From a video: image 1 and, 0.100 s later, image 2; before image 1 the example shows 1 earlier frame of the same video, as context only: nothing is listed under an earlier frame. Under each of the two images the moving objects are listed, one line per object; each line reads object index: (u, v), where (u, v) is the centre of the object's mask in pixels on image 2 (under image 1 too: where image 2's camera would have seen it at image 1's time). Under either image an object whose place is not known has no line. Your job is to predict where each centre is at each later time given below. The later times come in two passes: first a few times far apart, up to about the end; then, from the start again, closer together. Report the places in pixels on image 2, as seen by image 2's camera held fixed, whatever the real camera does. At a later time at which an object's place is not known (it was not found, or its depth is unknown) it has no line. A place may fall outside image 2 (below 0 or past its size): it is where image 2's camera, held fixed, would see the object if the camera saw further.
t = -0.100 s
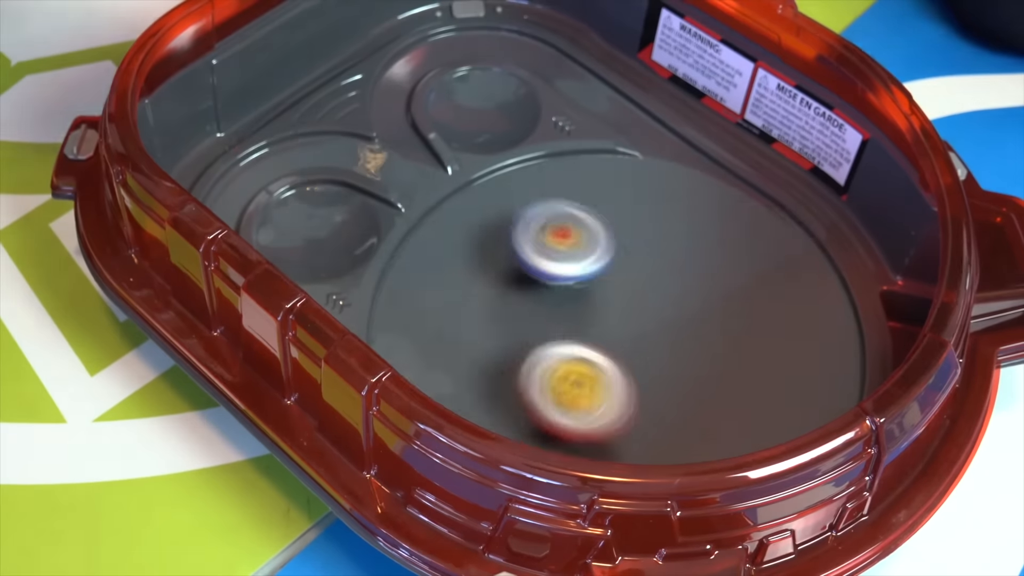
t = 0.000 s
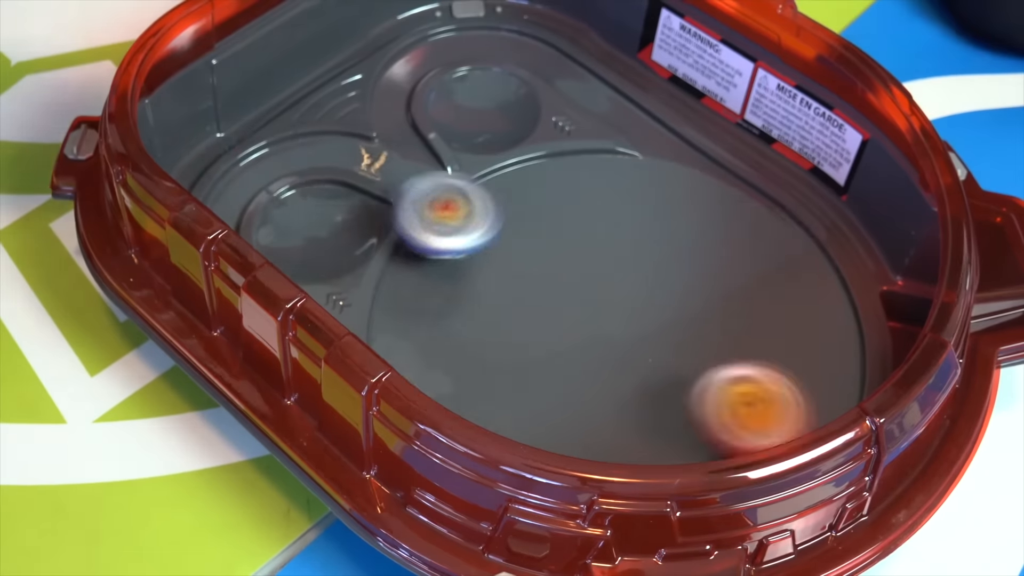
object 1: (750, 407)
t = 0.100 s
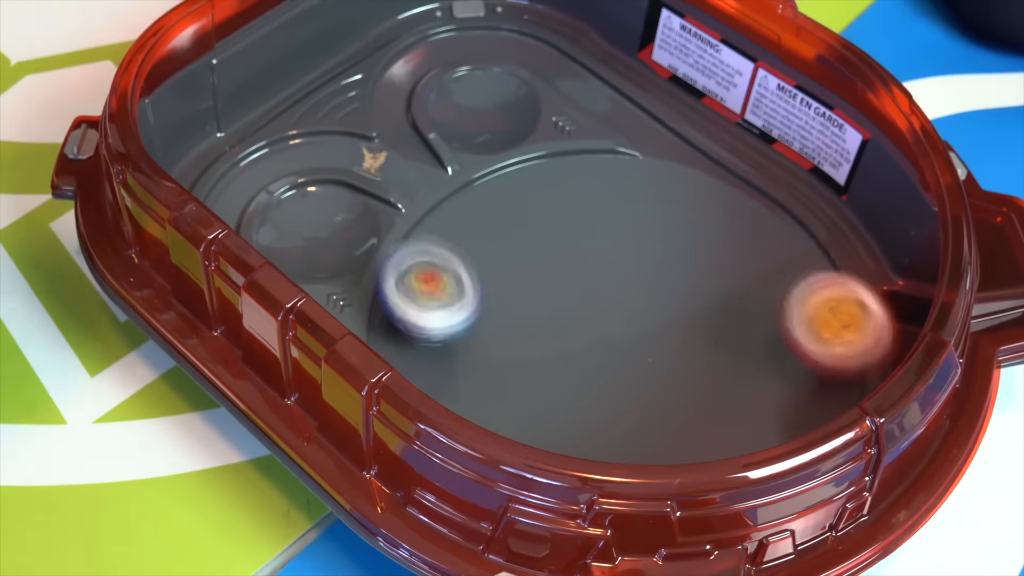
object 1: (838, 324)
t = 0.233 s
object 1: (695, 175)
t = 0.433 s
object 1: (432, 237)
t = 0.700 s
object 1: (748, 442)
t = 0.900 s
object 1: (686, 131)
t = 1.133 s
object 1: (378, 54)
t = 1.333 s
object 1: (536, 414)
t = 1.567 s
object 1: (824, 283)
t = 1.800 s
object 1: (530, 148)
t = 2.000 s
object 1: (448, 402)
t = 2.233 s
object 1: (834, 264)
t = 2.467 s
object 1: (551, 57)
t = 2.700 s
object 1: (473, 147)
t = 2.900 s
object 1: (491, 374)
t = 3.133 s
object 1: (772, 417)
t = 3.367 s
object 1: (638, 204)
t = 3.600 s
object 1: (415, 358)
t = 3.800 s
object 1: (697, 453)
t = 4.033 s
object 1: (717, 209)
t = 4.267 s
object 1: (398, 257)
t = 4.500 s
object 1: (672, 443)
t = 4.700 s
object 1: (799, 236)
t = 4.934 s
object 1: (575, 59)
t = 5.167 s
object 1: (387, 87)
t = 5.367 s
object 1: (505, 321)
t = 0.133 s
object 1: (800, 285)
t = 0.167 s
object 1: (762, 254)
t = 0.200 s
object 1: (731, 215)
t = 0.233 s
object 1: (695, 175)
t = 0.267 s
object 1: (655, 143)
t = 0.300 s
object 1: (611, 129)
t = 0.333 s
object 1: (562, 141)
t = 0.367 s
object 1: (512, 166)
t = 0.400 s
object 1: (469, 195)
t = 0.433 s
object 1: (432, 237)
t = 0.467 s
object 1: (406, 285)
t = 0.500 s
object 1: (403, 331)
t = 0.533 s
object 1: (418, 369)
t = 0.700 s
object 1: (748, 442)
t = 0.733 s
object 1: (816, 402)
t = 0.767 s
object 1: (845, 350)
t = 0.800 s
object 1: (844, 284)
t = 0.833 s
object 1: (810, 221)
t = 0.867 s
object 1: (748, 171)
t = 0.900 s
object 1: (686, 131)
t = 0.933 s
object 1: (629, 95)
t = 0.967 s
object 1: (573, 68)
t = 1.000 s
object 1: (528, 37)
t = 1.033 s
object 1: (489, 20)
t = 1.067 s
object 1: (442, 19)
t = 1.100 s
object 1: (400, 30)
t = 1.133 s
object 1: (378, 54)
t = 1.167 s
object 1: (382, 97)
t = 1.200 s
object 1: (406, 143)
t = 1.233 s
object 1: (432, 210)
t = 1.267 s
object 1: (457, 282)
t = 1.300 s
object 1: (487, 357)
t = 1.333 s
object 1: (536, 414)
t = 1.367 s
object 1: (596, 449)
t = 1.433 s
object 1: (732, 436)
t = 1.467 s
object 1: (782, 411)
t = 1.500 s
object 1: (831, 377)
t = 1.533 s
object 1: (850, 335)
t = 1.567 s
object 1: (824, 283)
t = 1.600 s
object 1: (803, 233)
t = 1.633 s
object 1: (775, 192)
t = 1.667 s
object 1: (740, 159)
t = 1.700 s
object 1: (690, 140)
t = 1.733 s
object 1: (638, 132)
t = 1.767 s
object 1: (583, 136)
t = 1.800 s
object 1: (530, 148)
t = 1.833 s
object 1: (479, 173)
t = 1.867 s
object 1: (433, 207)
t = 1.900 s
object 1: (397, 252)
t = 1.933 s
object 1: (377, 299)
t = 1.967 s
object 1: (405, 350)
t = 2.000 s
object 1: (448, 402)
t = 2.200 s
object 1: (851, 325)
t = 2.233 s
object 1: (834, 264)
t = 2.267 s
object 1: (804, 212)
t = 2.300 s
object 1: (758, 172)
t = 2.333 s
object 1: (702, 143)
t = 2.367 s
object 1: (649, 121)
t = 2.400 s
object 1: (612, 91)
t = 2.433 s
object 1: (582, 67)
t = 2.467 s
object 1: (551, 57)
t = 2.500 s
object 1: (518, 63)
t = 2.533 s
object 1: (472, 64)
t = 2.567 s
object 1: (427, 58)
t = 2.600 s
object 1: (436, 67)
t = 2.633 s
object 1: (454, 94)
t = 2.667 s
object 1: (467, 125)
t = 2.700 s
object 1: (473, 147)
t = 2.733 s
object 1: (482, 185)
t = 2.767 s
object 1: (489, 219)
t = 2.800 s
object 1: (495, 255)
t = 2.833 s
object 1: (497, 292)
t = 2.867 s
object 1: (496, 330)
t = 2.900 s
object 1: (491, 374)
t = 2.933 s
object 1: (499, 404)
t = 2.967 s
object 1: (523, 432)
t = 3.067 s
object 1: (683, 451)
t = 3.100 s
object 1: (733, 437)
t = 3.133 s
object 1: (772, 417)
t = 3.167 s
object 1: (800, 392)
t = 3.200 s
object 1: (808, 358)
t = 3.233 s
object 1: (797, 320)
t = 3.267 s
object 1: (773, 283)
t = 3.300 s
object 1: (738, 250)
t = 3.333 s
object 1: (691, 223)
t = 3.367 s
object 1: (638, 204)
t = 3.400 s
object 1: (584, 195)
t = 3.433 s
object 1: (526, 197)
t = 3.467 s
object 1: (470, 209)
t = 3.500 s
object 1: (420, 230)
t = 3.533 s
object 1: (385, 264)
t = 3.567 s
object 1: (397, 319)
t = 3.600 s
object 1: (415, 358)
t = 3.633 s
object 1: (442, 396)
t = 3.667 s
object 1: (490, 423)
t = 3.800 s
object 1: (697, 453)
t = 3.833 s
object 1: (737, 437)
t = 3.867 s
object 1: (772, 412)
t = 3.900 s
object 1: (793, 381)
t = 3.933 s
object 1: (793, 334)
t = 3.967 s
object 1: (779, 289)
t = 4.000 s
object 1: (754, 246)
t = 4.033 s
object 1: (717, 209)
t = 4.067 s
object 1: (674, 179)
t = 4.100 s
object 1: (625, 156)
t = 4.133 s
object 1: (572, 143)
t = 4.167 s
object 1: (517, 142)
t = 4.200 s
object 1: (468, 172)
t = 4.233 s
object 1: (426, 208)
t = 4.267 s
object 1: (398, 257)
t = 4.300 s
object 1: (389, 309)
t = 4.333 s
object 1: (410, 351)
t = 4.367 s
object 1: (447, 391)
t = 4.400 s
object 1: (497, 421)
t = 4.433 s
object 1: (554, 442)
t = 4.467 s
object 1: (612, 449)
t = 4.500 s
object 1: (672, 443)
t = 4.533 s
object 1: (724, 428)
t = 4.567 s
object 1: (767, 403)
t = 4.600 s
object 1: (796, 368)
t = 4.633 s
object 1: (808, 324)
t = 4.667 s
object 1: (810, 280)
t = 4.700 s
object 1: (799, 236)
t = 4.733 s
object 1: (781, 196)
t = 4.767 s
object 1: (752, 161)
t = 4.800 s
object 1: (707, 139)
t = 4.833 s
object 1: (662, 120)
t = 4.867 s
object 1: (627, 101)
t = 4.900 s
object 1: (605, 78)
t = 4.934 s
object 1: (575, 59)
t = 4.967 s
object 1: (541, 41)
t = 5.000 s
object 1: (501, 29)
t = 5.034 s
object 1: (461, 25)
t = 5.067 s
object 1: (423, 25)
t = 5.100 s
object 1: (396, 31)
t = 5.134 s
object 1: (385, 55)
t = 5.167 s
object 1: (387, 87)
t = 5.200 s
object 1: (406, 118)
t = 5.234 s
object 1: (427, 155)
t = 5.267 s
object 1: (447, 196)
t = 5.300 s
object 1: (466, 241)
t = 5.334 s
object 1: (483, 282)
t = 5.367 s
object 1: (505, 321)
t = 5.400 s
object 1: (540, 354)
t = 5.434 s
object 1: (584, 377)
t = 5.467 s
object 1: (627, 390)
